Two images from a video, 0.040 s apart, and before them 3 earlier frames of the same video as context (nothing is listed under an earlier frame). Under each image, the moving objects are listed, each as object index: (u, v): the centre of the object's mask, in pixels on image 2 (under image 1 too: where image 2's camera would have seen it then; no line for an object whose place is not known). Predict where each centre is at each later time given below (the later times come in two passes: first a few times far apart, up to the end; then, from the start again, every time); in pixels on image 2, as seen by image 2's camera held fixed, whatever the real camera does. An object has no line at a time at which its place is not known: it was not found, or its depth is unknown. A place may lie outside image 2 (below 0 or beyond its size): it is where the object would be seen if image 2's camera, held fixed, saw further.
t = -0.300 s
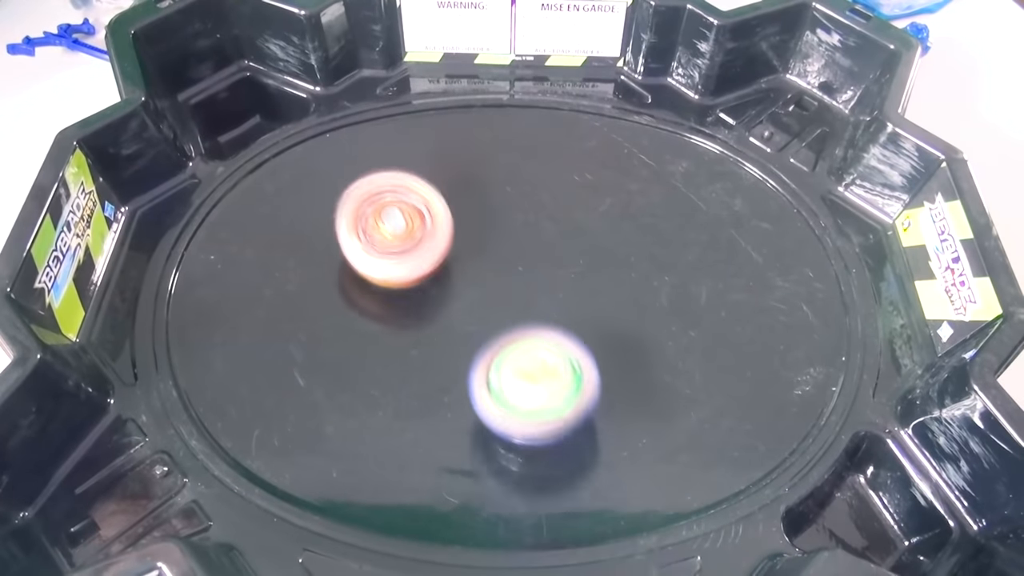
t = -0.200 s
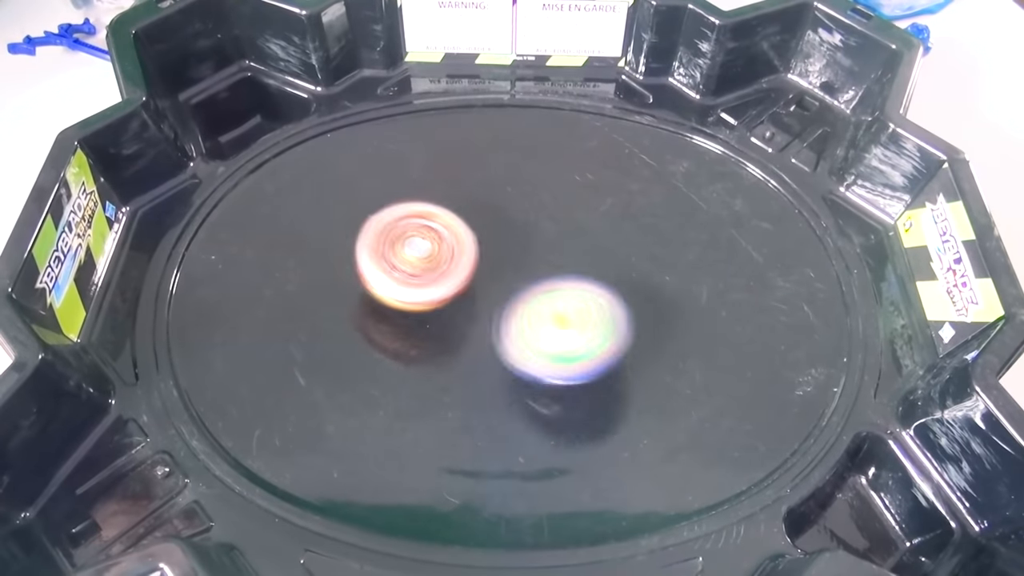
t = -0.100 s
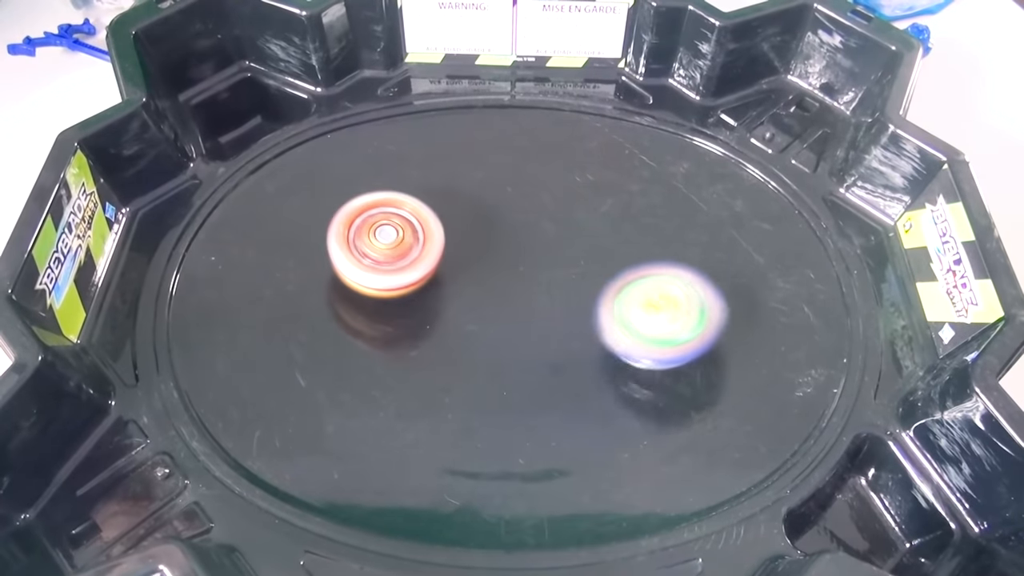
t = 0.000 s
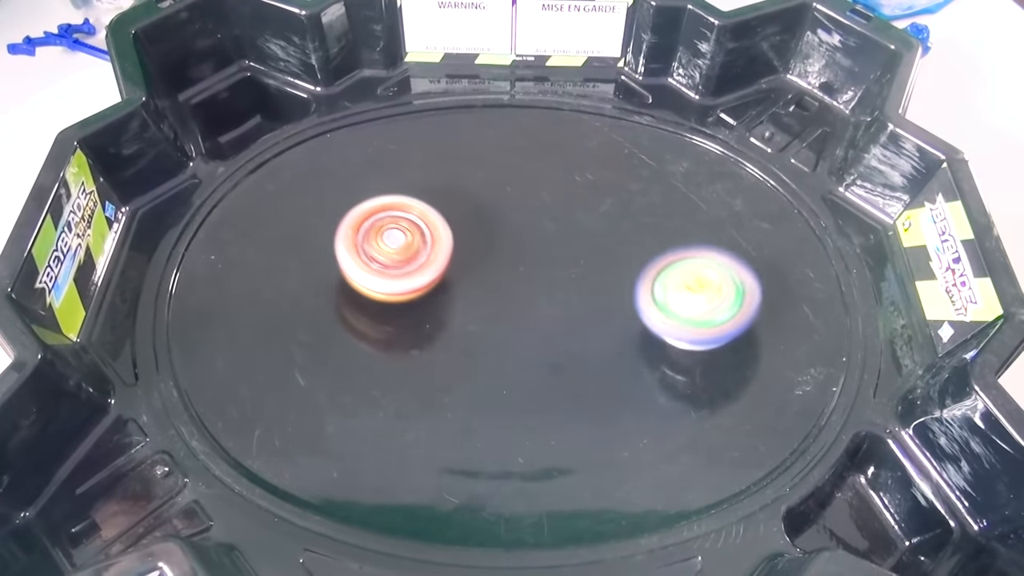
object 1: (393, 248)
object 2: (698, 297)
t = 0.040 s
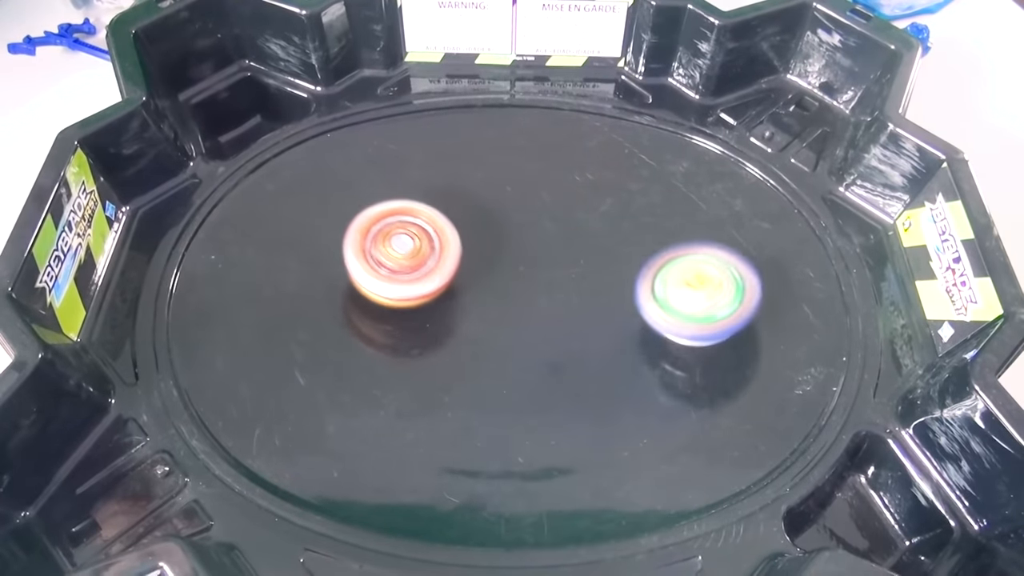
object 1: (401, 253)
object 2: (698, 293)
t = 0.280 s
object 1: (496, 266)
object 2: (641, 290)
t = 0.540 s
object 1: (337, 216)
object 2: (731, 318)
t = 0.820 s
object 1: (366, 384)
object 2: (628, 309)
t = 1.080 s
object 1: (519, 422)
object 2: (687, 154)
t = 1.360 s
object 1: (586, 382)
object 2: (643, 152)
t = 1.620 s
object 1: (594, 454)
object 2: (571, 101)
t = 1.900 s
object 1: (501, 430)
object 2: (482, 299)
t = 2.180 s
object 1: (399, 473)
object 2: (275, 251)
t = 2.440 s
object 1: (379, 393)
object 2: (269, 223)
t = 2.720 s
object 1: (343, 376)
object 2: (370, 186)
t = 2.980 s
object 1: (443, 334)
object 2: (443, 224)
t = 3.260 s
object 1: (511, 307)
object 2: (476, 211)
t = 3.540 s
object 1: (534, 317)
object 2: (506, 218)
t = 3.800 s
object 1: (592, 312)
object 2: (524, 226)
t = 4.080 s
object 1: (616, 309)
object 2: (523, 229)
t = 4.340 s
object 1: (612, 316)
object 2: (511, 236)
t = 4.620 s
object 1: (583, 323)
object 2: (503, 245)
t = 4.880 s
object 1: (542, 357)
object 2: (496, 255)
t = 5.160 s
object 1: (541, 397)
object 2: (484, 243)
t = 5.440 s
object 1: (555, 363)
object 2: (475, 261)
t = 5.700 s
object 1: (564, 333)
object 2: (429, 248)
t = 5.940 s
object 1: (600, 309)
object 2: (416, 246)
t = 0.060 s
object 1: (405, 256)
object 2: (696, 292)
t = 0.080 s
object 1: (410, 258)
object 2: (693, 291)
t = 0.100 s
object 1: (416, 261)
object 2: (690, 290)
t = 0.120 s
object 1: (422, 264)
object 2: (685, 289)
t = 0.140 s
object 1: (429, 266)
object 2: (680, 289)
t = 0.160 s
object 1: (437, 268)
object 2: (675, 288)
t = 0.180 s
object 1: (445, 270)
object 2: (670, 288)
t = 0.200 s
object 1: (454, 271)
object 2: (665, 288)
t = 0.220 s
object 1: (464, 272)
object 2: (659, 289)
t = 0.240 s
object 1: (474, 271)
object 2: (653, 289)
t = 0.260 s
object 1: (484, 269)
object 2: (647, 290)
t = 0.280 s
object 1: (496, 266)
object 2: (641, 290)
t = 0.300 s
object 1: (509, 262)
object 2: (635, 291)
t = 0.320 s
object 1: (518, 257)
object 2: (633, 293)
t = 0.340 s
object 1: (507, 247)
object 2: (648, 296)
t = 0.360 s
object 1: (490, 236)
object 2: (667, 300)
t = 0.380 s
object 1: (473, 227)
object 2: (684, 304)
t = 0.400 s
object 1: (456, 219)
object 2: (698, 307)
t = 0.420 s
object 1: (439, 214)
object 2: (710, 310)
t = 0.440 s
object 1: (422, 210)
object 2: (719, 313)
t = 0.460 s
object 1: (405, 207)
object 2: (726, 314)
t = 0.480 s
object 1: (388, 207)
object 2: (731, 316)
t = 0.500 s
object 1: (370, 208)
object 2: (733, 317)
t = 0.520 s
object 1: (353, 211)
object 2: (733, 318)
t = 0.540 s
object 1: (337, 216)
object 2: (731, 318)
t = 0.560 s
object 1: (321, 223)
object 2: (727, 319)
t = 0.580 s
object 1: (306, 232)
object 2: (722, 319)
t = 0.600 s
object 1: (294, 242)
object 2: (716, 319)
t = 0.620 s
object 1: (284, 254)
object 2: (710, 319)
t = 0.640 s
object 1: (276, 267)
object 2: (702, 319)
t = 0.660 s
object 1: (271, 281)
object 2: (694, 319)
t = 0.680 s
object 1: (271, 296)
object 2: (686, 318)
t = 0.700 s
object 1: (274, 311)
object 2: (678, 317)
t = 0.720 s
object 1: (280, 326)
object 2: (669, 316)
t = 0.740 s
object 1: (290, 341)
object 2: (661, 315)
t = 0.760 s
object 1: (306, 355)
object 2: (652, 314)
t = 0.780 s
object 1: (323, 367)
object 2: (644, 312)
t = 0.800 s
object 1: (343, 377)
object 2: (636, 311)
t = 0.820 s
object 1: (366, 384)
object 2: (628, 309)
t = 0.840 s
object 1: (391, 388)
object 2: (621, 307)
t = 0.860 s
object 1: (416, 390)
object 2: (613, 306)
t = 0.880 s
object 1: (442, 389)
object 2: (606, 304)
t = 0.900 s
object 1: (468, 385)
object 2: (600, 302)
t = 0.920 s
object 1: (493, 380)
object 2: (594, 300)
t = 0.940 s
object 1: (507, 380)
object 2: (595, 292)
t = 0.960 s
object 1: (502, 393)
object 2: (611, 271)
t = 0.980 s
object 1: (498, 405)
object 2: (628, 248)
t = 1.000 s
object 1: (497, 413)
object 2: (643, 225)
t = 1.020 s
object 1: (498, 418)
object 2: (657, 205)
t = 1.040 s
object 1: (502, 422)
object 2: (669, 187)
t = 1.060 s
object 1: (509, 422)
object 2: (679, 169)
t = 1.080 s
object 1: (519, 422)
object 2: (687, 154)
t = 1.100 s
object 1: (530, 419)
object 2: (694, 141)
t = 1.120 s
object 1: (544, 415)
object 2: (700, 130)
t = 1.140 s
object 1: (559, 408)
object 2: (702, 124)
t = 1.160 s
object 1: (574, 400)
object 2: (700, 129)
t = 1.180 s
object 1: (588, 391)
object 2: (695, 138)
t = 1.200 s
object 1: (600, 380)
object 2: (690, 146)
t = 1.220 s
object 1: (610, 368)
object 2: (684, 156)
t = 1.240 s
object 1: (617, 354)
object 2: (678, 166)
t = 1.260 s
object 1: (622, 340)
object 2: (670, 177)
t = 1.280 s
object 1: (624, 325)
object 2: (663, 188)
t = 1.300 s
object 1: (624, 310)
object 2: (655, 200)
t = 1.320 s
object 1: (615, 317)
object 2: (648, 200)
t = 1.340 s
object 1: (600, 352)
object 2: (646, 175)
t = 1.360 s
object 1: (586, 382)
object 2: (643, 152)
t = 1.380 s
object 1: (574, 411)
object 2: (639, 133)
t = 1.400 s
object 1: (565, 437)
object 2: (636, 115)
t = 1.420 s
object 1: (559, 461)
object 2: (631, 100)
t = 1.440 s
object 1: (556, 483)
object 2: (625, 90)
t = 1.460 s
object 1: (556, 502)
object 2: (618, 85)
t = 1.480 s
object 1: (559, 511)
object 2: (612, 77)
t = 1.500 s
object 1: (567, 502)
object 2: (605, 71)
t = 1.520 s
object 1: (574, 491)
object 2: (599, 73)
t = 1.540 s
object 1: (581, 483)
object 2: (594, 78)
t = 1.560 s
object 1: (586, 474)
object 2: (588, 82)
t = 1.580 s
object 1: (589, 465)
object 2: (583, 84)
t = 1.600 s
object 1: (592, 459)
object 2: (577, 92)
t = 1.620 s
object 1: (594, 454)
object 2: (571, 101)
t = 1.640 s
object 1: (594, 450)
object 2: (565, 110)
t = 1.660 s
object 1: (592, 447)
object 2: (560, 120)
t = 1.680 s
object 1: (590, 444)
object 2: (555, 132)
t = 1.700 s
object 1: (586, 442)
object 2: (549, 145)
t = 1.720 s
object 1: (580, 440)
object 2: (544, 160)
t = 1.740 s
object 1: (574, 438)
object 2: (539, 175)
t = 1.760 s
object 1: (567, 437)
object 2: (533, 191)
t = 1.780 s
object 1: (559, 435)
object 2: (527, 208)
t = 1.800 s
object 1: (551, 434)
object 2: (522, 225)
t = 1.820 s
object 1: (542, 433)
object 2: (516, 241)
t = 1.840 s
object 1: (532, 432)
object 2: (510, 257)
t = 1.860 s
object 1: (522, 432)
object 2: (502, 272)
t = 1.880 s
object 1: (512, 431)
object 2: (493, 286)
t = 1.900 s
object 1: (501, 430)
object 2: (482, 299)
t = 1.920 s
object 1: (490, 429)
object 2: (471, 311)
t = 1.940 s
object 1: (479, 428)
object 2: (457, 320)
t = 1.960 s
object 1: (468, 434)
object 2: (442, 324)
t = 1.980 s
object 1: (459, 444)
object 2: (426, 322)
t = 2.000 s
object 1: (450, 453)
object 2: (409, 318)
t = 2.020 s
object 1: (440, 460)
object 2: (392, 312)
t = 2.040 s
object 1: (432, 466)
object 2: (374, 306)
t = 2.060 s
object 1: (424, 469)
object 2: (356, 299)
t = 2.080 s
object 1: (418, 472)
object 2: (339, 291)
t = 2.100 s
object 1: (413, 474)
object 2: (323, 282)
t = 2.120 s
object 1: (409, 475)
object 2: (308, 274)
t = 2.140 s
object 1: (405, 476)
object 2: (296, 266)
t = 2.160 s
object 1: (401, 475)
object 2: (284, 258)
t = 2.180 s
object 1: (399, 473)
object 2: (275, 251)
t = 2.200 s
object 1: (397, 471)
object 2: (268, 244)
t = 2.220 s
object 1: (396, 467)
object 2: (263, 239)
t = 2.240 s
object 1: (395, 463)
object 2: (259, 233)
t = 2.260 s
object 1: (393, 458)
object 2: (256, 230)
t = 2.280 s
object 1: (392, 452)
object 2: (255, 227)
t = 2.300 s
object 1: (391, 446)
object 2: (255, 225)
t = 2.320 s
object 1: (390, 440)
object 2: (255, 224)
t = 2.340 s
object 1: (388, 432)
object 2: (256, 223)
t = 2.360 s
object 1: (387, 425)
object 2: (257, 222)
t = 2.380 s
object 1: (386, 417)
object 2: (259, 222)
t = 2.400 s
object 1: (384, 410)
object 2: (262, 222)
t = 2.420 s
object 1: (382, 401)
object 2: (265, 222)
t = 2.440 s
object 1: (379, 393)
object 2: (269, 223)
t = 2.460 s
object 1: (376, 384)
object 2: (274, 225)
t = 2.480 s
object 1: (372, 374)
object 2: (279, 226)
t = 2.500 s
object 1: (367, 365)
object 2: (285, 228)
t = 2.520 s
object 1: (360, 356)
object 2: (292, 231)
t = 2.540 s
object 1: (353, 347)
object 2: (300, 234)
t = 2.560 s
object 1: (346, 338)
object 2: (308, 235)
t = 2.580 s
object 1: (340, 340)
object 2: (316, 231)
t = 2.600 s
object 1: (336, 348)
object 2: (322, 222)
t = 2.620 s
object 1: (335, 355)
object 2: (329, 212)
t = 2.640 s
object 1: (334, 361)
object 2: (338, 203)
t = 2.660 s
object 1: (334, 367)
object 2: (346, 196)
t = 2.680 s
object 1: (336, 370)
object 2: (354, 192)
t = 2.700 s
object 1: (338, 374)
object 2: (362, 188)
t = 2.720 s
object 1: (343, 376)
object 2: (370, 186)
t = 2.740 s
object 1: (348, 378)
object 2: (378, 185)
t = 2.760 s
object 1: (355, 379)
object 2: (386, 186)
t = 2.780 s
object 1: (362, 378)
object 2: (393, 187)
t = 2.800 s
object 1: (369, 377)
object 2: (399, 190)
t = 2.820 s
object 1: (378, 375)
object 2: (406, 193)
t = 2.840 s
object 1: (386, 372)
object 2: (412, 196)
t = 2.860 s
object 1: (394, 368)
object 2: (418, 200)
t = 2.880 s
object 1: (403, 364)
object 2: (424, 204)
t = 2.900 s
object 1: (411, 359)
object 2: (428, 208)
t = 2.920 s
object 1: (420, 353)
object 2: (432, 212)
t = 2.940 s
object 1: (428, 347)
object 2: (436, 216)
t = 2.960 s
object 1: (436, 340)
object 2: (440, 220)
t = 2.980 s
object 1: (443, 334)
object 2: (443, 224)
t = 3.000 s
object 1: (449, 328)
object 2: (446, 226)
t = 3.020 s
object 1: (455, 330)
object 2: (448, 221)
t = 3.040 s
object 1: (461, 332)
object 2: (452, 216)
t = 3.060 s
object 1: (467, 333)
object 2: (455, 212)
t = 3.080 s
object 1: (473, 332)
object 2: (457, 209)
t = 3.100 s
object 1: (479, 330)
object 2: (460, 208)
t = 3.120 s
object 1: (485, 328)
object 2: (463, 209)
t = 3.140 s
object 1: (491, 324)
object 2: (465, 210)
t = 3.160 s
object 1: (496, 320)
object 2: (467, 212)
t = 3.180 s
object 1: (501, 315)
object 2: (470, 213)
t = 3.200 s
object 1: (505, 310)
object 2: (472, 214)
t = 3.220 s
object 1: (507, 308)
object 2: (473, 213)
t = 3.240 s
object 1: (509, 308)
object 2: (475, 212)
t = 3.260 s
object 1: (511, 307)
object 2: (476, 211)
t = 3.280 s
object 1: (512, 308)
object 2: (478, 211)
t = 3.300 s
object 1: (514, 310)
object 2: (480, 210)
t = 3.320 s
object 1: (514, 312)
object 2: (481, 210)
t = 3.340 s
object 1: (515, 313)
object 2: (483, 211)
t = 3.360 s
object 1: (516, 314)
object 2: (485, 212)
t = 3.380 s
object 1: (517, 314)
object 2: (488, 213)
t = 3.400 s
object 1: (517, 314)
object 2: (490, 214)
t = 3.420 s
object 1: (519, 314)
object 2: (492, 215)
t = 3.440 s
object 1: (520, 314)
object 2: (495, 216)
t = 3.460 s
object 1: (522, 315)
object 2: (497, 216)
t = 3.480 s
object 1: (525, 315)
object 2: (499, 216)
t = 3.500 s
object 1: (527, 316)
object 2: (501, 217)
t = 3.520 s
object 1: (530, 317)
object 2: (503, 218)
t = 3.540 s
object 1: (534, 317)
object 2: (506, 218)
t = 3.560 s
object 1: (538, 317)
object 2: (507, 219)
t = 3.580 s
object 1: (542, 317)
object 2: (509, 220)
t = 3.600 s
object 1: (547, 318)
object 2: (511, 220)
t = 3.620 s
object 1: (552, 319)
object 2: (512, 220)
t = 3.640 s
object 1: (558, 319)
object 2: (513, 221)
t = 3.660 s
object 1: (562, 319)
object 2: (515, 221)
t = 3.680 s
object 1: (567, 319)
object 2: (516, 222)
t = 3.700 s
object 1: (572, 318)
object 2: (518, 223)
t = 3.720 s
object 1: (576, 317)
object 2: (520, 224)
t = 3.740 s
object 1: (580, 315)
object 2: (521, 225)
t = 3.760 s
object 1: (584, 314)
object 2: (522, 225)
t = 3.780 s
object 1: (588, 312)
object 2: (524, 226)
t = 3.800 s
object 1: (592, 312)
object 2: (524, 226)
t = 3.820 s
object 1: (597, 313)
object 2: (523, 225)
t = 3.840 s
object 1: (601, 314)
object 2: (522, 224)
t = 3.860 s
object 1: (605, 314)
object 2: (522, 224)
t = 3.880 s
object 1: (608, 313)
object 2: (522, 225)
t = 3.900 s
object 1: (611, 313)
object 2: (522, 225)
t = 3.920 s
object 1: (613, 312)
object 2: (523, 226)
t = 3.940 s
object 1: (614, 311)
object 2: (524, 228)
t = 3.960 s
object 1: (614, 309)
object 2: (524, 229)
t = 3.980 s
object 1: (614, 308)
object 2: (524, 230)
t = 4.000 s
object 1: (614, 306)
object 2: (525, 231)
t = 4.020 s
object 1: (613, 305)
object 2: (526, 232)
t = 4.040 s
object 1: (613, 304)
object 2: (525, 233)
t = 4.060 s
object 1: (614, 307)
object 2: (524, 230)
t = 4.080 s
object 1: (616, 309)
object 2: (523, 229)
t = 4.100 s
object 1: (616, 310)
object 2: (522, 229)
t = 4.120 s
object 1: (617, 311)
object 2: (521, 229)
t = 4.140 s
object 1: (617, 312)
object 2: (520, 229)
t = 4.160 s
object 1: (616, 312)
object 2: (520, 230)
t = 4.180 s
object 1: (616, 312)
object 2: (520, 232)
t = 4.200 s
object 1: (614, 312)
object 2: (519, 233)
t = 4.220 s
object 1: (613, 311)
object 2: (519, 234)
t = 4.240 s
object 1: (611, 311)
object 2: (520, 235)
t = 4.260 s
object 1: (609, 310)
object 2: (520, 237)
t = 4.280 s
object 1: (608, 309)
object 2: (519, 238)
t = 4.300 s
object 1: (609, 311)
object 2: (517, 237)
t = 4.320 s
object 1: (611, 313)
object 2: (513, 236)
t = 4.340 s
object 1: (612, 316)
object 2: (511, 236)
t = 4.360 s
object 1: (613, 317)
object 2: (508, 236)
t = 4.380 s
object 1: (614, 318)
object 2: (507, 237)
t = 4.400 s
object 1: (614, 319)
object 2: (507, 237)
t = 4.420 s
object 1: (613, 320)
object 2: (506, 238)
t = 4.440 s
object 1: (612, 320)
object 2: (505, 239)
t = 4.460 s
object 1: (611, 320)
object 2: (506, 239)
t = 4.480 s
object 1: (609, 319)
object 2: (506, 240)
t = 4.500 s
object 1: (606, 319)
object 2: (505, 241)
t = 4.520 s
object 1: (603, 319)
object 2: (505, 242)
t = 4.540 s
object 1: (599, 319)
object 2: (506, 243)
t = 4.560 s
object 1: (595, 319)
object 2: (505, 244)
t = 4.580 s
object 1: (590, 319)
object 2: (505, 244)
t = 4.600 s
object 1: (586, 321)
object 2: (504, 245)
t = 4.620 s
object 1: (583, 323)
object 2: (503, 245)
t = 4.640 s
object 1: (582, 326)
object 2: (502, 245)
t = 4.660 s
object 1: (579, 329)
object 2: (500, 245)
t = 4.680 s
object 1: (576, 331)
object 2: (500, 246)
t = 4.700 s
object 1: (572, 334)
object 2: (500, 247)
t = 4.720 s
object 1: (568, 337)
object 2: (499, 248)
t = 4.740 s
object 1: (565, 339)
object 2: (499, 249)
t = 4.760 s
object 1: (562, 342)
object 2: (499, 250)
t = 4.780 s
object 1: (558, 343)
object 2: (498, 251)
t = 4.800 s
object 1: (554, 345)
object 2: (498, 252)
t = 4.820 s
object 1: (550, 347)
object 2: (498, 253)
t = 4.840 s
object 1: (547, 350)
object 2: (498, 253)
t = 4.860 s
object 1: (544, 354)
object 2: (497, 254)
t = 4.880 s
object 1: (542, 357)
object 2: (496, 255)
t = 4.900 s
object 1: (540, 360)
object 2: (497, 256)
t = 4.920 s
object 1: (537, 363)
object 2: (497, 258)
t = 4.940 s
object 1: (535, 365)
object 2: (497, 259)
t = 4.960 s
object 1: (533, 366)
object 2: (497, 260)
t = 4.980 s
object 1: (532, 368)
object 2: (498, 262)
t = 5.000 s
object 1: (530, 368)
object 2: (498, 263)
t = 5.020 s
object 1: (529, 368)
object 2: (498, 264)
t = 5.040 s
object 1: (527, 368)
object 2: (498, 265)
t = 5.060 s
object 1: (527, 371)
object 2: (497, 264)
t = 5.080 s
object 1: (530, 378)
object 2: (494, 258)
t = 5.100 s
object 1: (533, 384)
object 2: (491, 253)
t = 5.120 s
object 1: (535, 389)
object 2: (488, 249)
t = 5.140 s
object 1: (538, 394)
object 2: (486, 246)
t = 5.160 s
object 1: (541, 397)
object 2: (484, 243)
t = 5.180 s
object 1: (544, 399)
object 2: (483, 242)
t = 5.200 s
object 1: (547, 400)
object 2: (482, 241)
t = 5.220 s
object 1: (549, 400)
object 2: (481, 241)
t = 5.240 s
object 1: (552, 399)
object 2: (480, 241)
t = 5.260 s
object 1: (553, 397)
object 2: (479, 242)
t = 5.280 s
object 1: (554, 395)
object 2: (478, 244)
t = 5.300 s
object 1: (556, 392)
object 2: (478, 245)
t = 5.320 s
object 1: (556, 389)
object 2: (477, 248)
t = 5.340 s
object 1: (557, 386)
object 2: (476, 250)
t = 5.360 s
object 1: (557, 382)
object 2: (476, 252)
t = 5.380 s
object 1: (557, 379)
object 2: (475, 254)
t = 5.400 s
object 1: (557, 374)
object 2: (475, 257)
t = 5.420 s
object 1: (557, 369)
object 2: (475, 259)
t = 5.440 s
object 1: (555, 363)
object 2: (475, 261)
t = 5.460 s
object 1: (552, 357)
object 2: (475, 264)
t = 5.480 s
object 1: (549, 352)
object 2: (475, 266)
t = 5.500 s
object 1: (548, 348)
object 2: (472, 265)
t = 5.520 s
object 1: (550, 347)
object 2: (466, 262)
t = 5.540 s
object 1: (551, 345)
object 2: (461, 259)
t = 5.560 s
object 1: (551, 343)
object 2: (458, 257)
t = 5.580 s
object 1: (551, 340)
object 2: (455, 257)
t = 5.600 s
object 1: (549, 337)
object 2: (453, 256)
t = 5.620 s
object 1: (547, 332)
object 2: (452, 257)
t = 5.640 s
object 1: (545, 328)
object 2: (451, 258)
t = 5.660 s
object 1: (545, 326)
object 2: (447, 258)
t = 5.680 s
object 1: (554, 330)
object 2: (438, 252)
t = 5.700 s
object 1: (564, 333)
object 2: (429, 248)
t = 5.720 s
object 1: (571, 334)
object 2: (422, 245)
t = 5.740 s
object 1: (578, 334)
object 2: (416, 242)
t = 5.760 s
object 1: (583, 333)
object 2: (412, 241)
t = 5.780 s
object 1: (587, 332)
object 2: (410, 241)
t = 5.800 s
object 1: (592, 330)
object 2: (410, 241)
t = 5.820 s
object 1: (595, 327)
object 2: (410, 243)
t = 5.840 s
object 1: (597, 325)
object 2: (410, 244)
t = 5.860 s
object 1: (600, 322)
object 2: (411, 244)
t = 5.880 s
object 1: (601, 318)
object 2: (412, 245)
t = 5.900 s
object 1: (601, 316)
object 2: (413, 245)
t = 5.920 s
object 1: (601, 312)
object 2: (415, 245)
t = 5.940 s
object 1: (600, 309)
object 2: (416, 246)
